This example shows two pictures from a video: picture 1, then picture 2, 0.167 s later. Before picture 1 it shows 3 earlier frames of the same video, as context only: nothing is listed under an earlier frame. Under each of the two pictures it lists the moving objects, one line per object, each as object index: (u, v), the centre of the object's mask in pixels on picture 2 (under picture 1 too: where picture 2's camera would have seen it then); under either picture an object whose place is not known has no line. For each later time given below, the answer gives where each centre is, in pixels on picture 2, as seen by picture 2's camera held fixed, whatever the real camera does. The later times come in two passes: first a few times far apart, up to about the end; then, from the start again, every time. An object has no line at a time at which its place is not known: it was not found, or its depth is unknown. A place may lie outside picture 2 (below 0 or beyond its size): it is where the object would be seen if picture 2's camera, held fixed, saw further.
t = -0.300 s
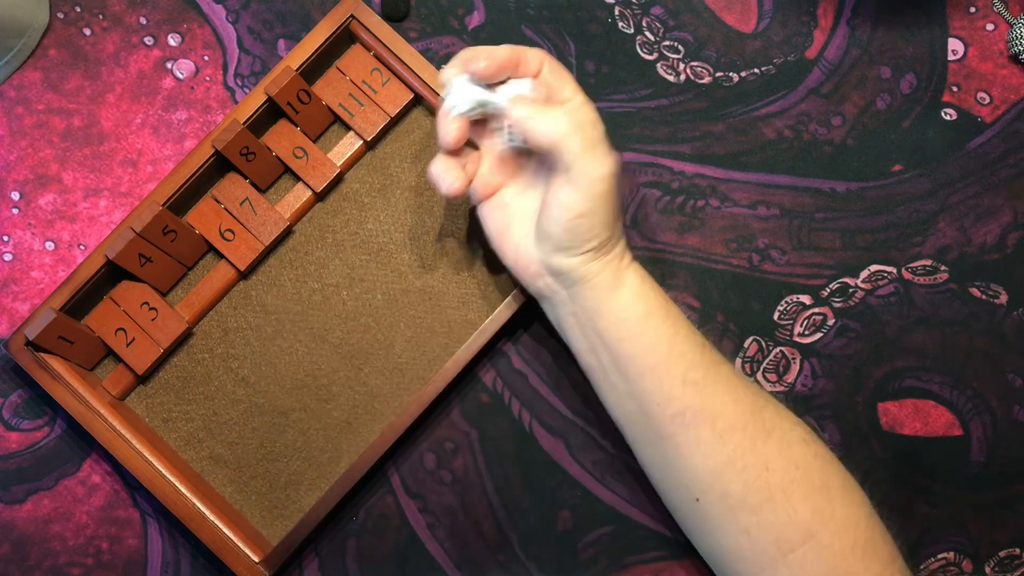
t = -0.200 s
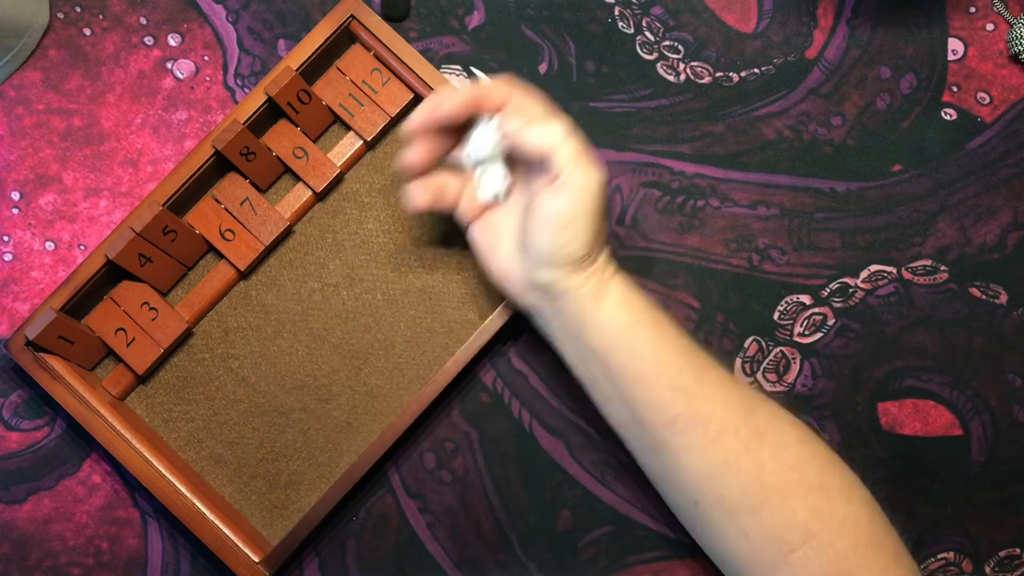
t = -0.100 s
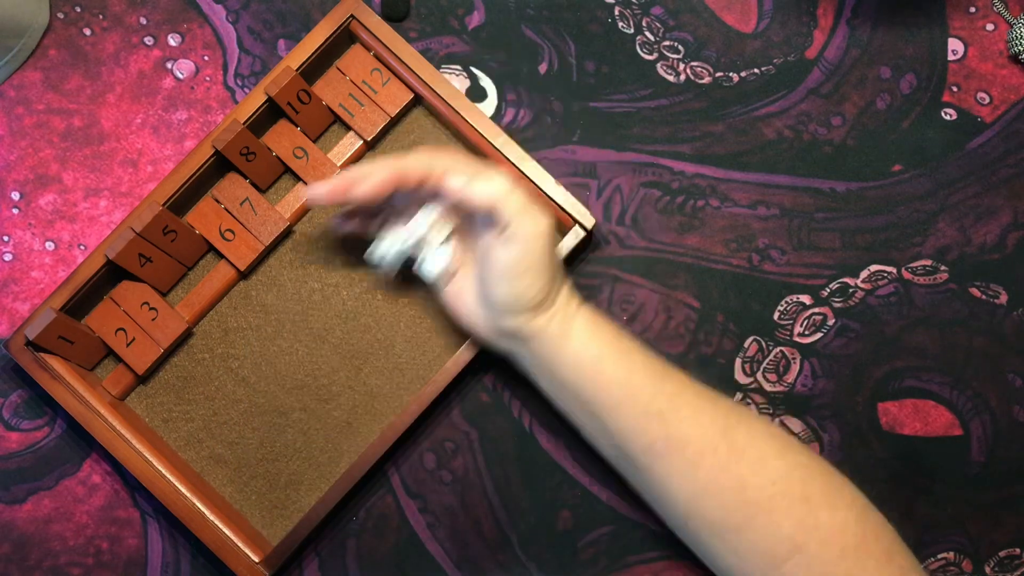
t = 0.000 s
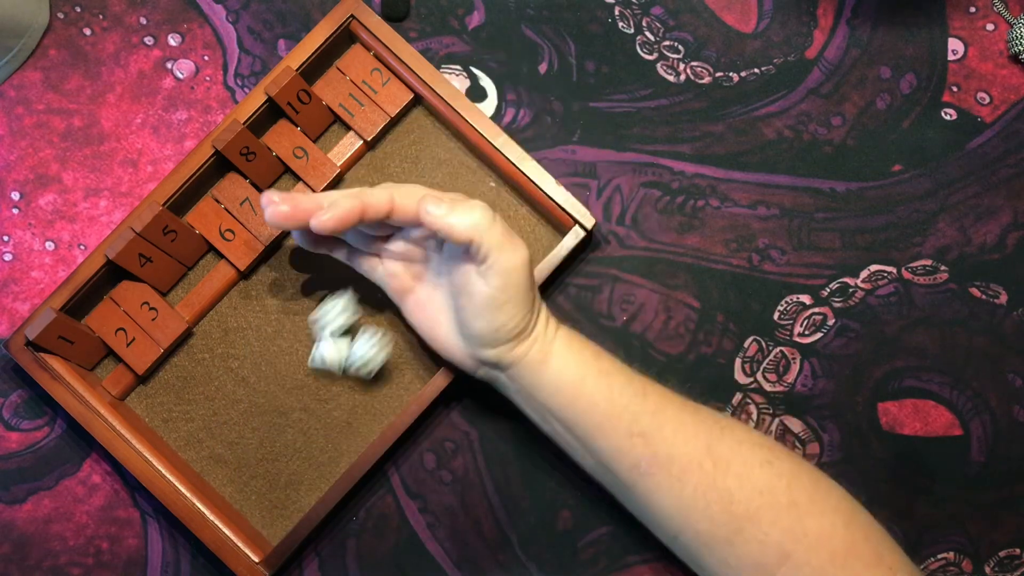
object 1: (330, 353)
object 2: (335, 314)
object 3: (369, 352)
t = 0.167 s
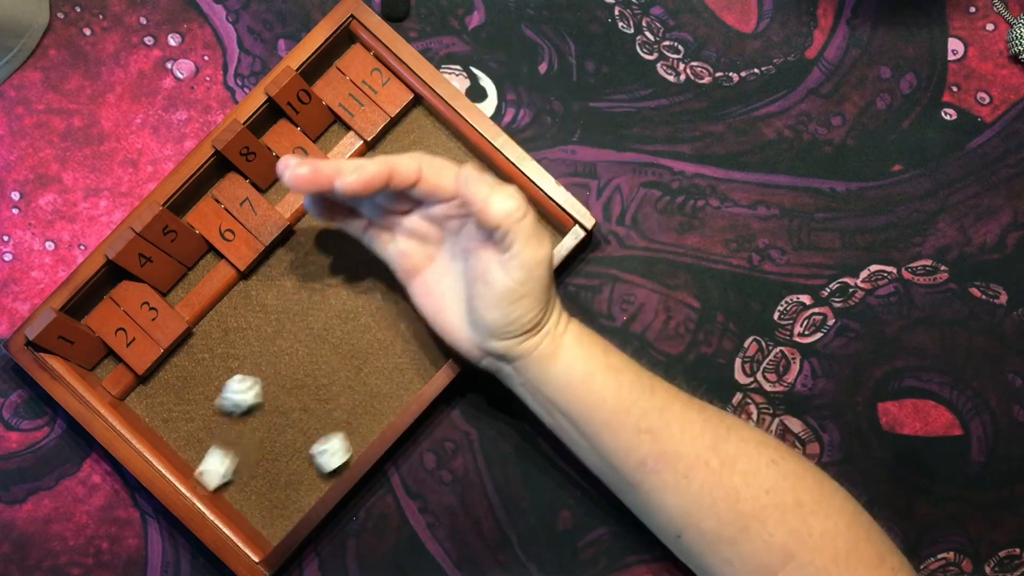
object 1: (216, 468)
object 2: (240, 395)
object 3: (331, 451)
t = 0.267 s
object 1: (244, 450)
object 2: (207, 412)
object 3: (310, 484)
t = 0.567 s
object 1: (270, 438)
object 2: (206, 435)
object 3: (304, 489)
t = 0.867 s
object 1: (270, 438)
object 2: (206, 435)
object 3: (304, 489)
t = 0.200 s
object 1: (223, 464)
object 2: (226, 401)
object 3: (322, 466)
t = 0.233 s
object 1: (232, 456)
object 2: (215, 408)
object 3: (315, 477)
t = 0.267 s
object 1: (244, 450)
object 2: (207, 412)
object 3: (310, 484)
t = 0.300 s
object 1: (255, 445)
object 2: (203, 416)
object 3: (307, 488)
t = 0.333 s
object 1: (263, 441)
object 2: (202, 418)
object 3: (304, 489)
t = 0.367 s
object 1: (268, 438)
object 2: (202, 421)
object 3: (304, 489)
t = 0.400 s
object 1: (270, 438)
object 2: (203, 426)
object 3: (304, 489)
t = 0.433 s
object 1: (270, 438)
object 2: (204, 433)
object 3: (304, 489)
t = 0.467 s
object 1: (270, 438)
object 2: (206, 435)
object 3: (304, 489)
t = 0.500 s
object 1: (270, 438)
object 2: (206, 435)
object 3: (304, 489)
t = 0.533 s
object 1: (270, 438)
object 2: (206, 435)
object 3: (304, 489)
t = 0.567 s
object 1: (270, 438)
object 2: (206, 435)
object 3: (304, 489)
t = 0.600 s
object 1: (270, 438)
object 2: (206, 435)
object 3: (304, 489)
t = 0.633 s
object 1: (270, 438)
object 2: (206, 435)
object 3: (304, 489)
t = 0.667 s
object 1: (270, 438)
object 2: (206, 435)
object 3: (304, 489)
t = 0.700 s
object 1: (270, 438)
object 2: (206, 435)
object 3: (304, 489)
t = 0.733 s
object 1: (270, 438)
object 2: (206, 435)
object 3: (304, 489)
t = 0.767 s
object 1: (270, 438)
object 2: (206, 435)
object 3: (304, 489)
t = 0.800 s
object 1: (270, 438)
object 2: (206, 435)
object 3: (304, 489)
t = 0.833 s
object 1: (270, 438)
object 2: (206, 435)
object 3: (304, 489)
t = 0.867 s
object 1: (270, 438)
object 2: (206, 435)
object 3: (304, 489)
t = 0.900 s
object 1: (270, 438)
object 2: (206, 435)
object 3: (304, 489)
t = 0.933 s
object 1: (270, 438)
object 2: (206, 435)
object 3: (304, 489)
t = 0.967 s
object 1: (270, 438)
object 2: (206, 435)
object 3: (304, 489)
